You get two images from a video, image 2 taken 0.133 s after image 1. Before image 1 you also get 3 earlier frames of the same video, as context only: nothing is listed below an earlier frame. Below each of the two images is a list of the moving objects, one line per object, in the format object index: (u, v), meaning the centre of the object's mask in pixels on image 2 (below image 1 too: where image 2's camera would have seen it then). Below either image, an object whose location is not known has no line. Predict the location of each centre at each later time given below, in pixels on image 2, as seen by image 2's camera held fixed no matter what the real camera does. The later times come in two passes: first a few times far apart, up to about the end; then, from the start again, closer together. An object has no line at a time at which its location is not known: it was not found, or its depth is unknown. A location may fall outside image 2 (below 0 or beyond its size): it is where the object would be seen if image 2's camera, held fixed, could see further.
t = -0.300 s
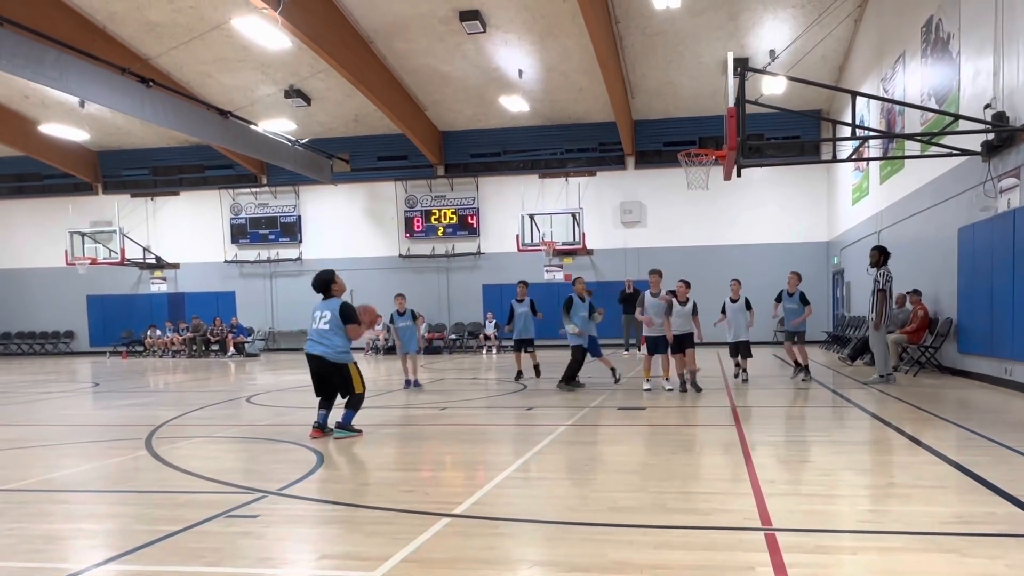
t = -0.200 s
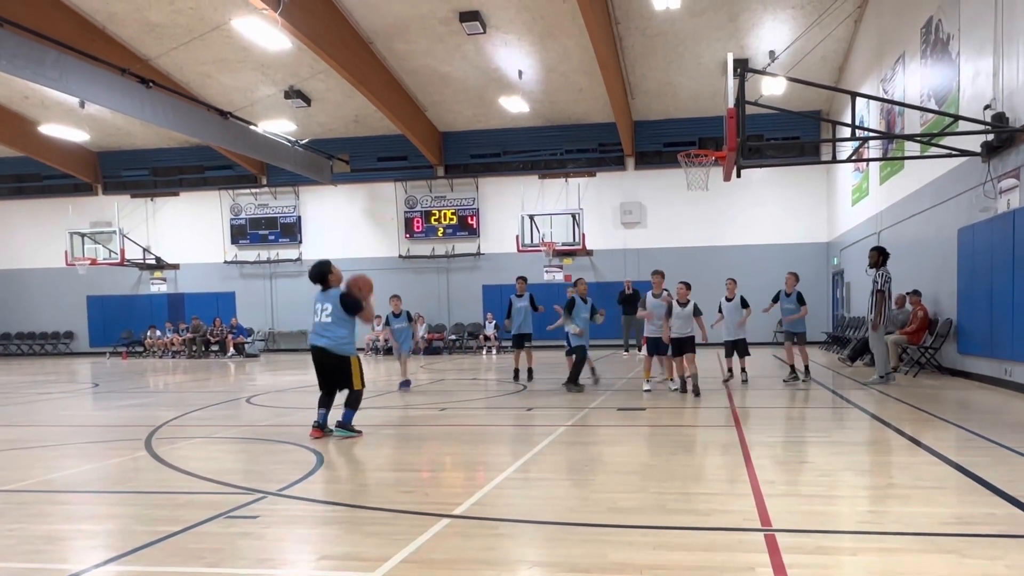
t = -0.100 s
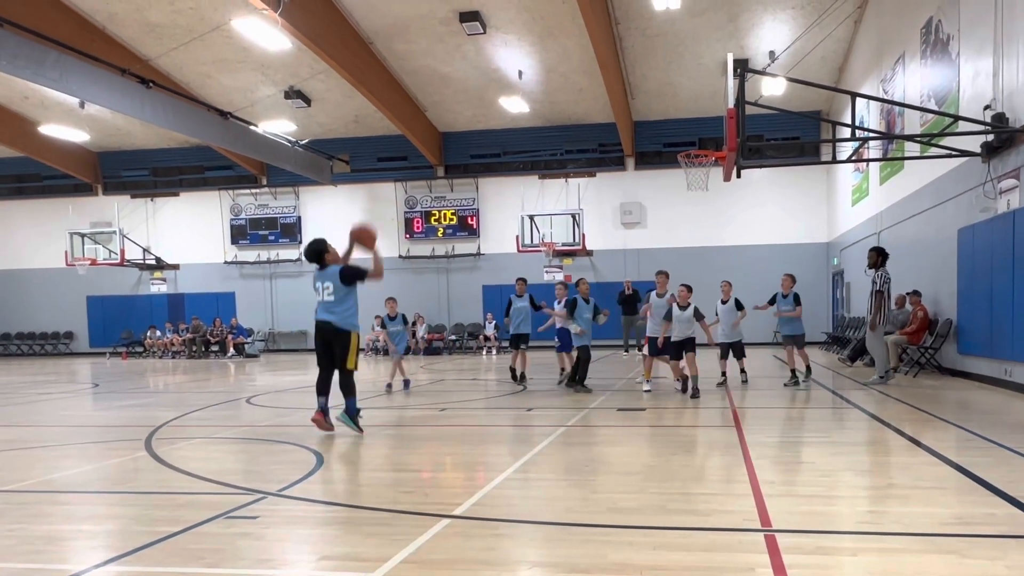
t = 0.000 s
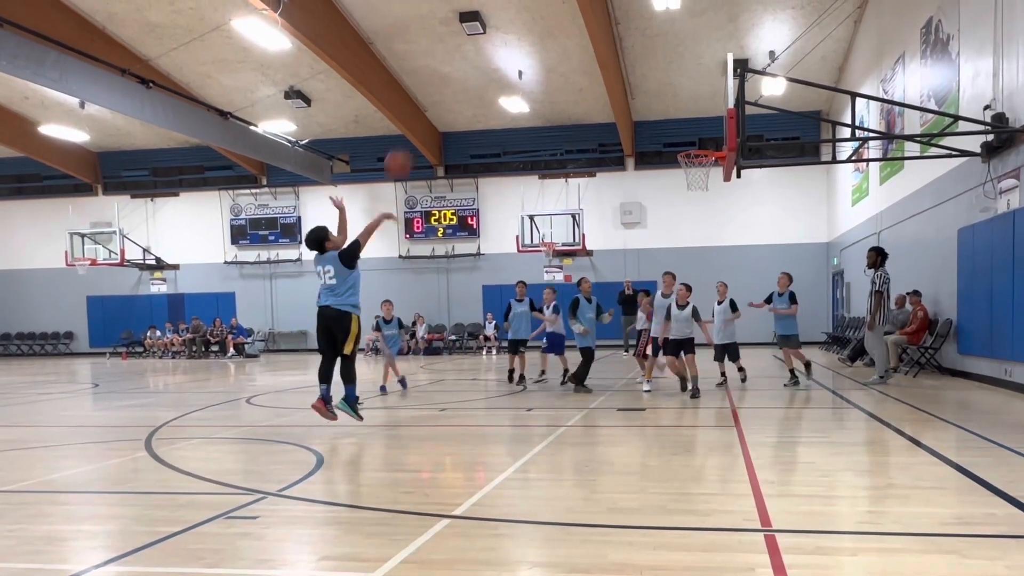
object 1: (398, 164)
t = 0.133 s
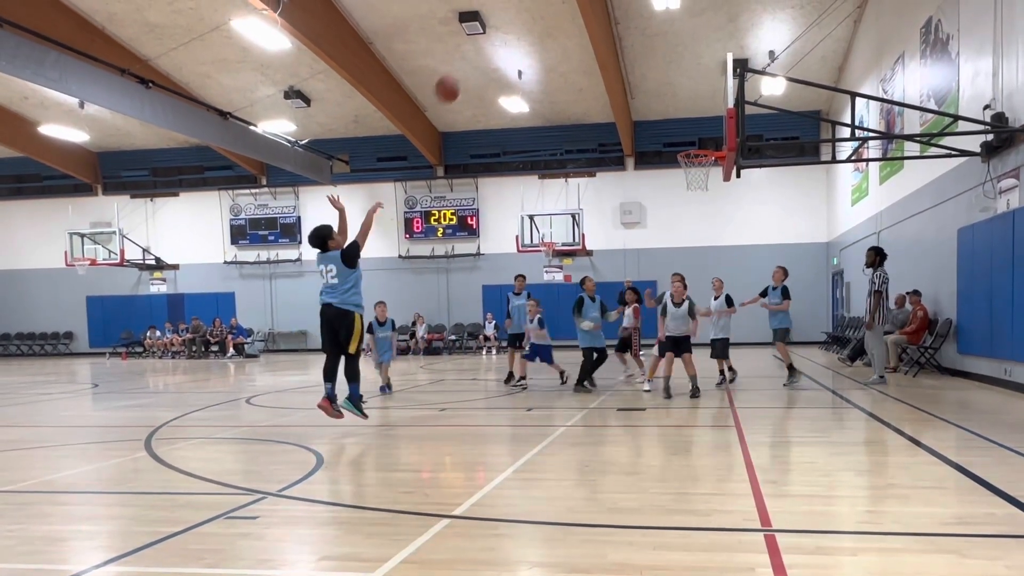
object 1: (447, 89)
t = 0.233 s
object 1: (481, 50)
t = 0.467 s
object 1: (553, 10)
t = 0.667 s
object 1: (608, 12)
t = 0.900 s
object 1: (662, 60)
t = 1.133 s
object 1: (710, 142)
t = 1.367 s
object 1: (700, 101)
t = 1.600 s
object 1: (675, 106)
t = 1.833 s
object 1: (653, 152)
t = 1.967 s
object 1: (641, 196)
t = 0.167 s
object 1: (458, 75)
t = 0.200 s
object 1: (470, 62)
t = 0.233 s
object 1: (481, 50)
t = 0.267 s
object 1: (492, 40)
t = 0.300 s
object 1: (502, 31)
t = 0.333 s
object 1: (513, 23)
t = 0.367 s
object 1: (523, 17)
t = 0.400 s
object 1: (533, 13)
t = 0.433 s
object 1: (543, 11)
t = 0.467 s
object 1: (553, 10)
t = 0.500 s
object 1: (562, 9)
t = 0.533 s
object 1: (571, 9)
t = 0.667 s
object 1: (608, 12)
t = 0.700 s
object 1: (616, 15)
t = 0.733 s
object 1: (624, 22)
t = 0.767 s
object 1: (632, 27)
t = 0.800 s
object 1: (639, 34)
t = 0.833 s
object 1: (647, 42)
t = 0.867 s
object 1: (654, 50)
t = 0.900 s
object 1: (662, 60)
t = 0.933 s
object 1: (669, 70)
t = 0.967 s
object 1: (676, 81)
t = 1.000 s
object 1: (683, 92)
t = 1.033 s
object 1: (690, 104)
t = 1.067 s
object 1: (696, 118)
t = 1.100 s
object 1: (703, 131)
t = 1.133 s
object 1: (710, 142)
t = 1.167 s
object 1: (713, 133)
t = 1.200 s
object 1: (717, 124)
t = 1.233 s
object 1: (714, 117)
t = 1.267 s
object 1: (711, 112)
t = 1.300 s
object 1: (707, 107)
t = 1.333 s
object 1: (703, 104)
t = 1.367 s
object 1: (700, 101)
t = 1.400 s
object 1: (696, 99)
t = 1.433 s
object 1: (693, 99)
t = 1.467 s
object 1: (689, 98)
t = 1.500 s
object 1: (686, 99)
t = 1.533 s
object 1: (682, 101)
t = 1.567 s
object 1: (679, 103)
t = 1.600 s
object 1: (675, 106)
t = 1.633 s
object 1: (672, 110)
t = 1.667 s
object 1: (669, 116)
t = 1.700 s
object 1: (666, 121)
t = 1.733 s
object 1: (662, 127)
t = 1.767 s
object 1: (659, 135)
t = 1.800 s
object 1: (656, 143)
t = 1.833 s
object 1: (653, 152)
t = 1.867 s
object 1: (650, 161)
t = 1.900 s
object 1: (647, 172)
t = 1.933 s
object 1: (644, 184)
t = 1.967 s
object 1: (641, 196)
